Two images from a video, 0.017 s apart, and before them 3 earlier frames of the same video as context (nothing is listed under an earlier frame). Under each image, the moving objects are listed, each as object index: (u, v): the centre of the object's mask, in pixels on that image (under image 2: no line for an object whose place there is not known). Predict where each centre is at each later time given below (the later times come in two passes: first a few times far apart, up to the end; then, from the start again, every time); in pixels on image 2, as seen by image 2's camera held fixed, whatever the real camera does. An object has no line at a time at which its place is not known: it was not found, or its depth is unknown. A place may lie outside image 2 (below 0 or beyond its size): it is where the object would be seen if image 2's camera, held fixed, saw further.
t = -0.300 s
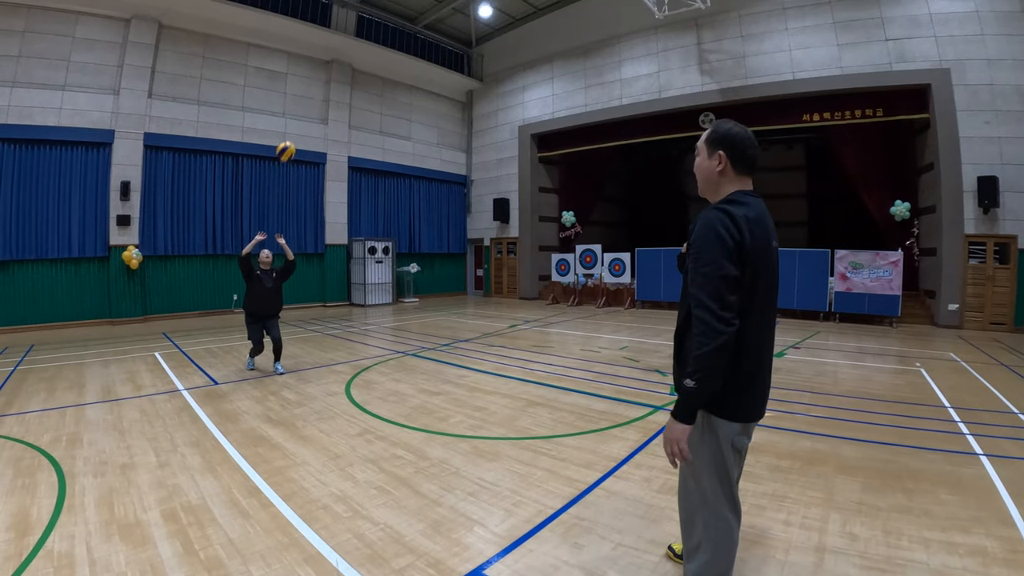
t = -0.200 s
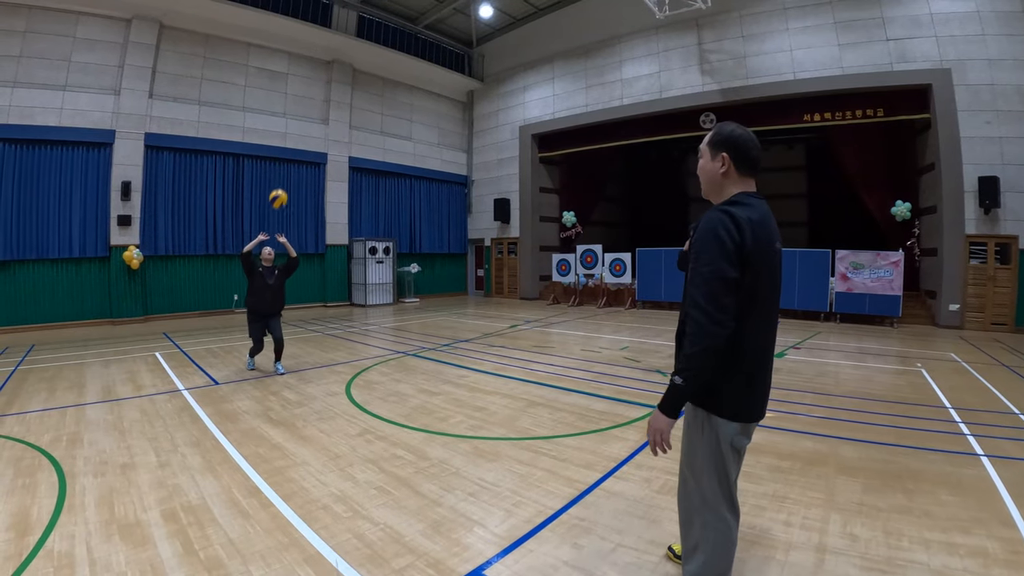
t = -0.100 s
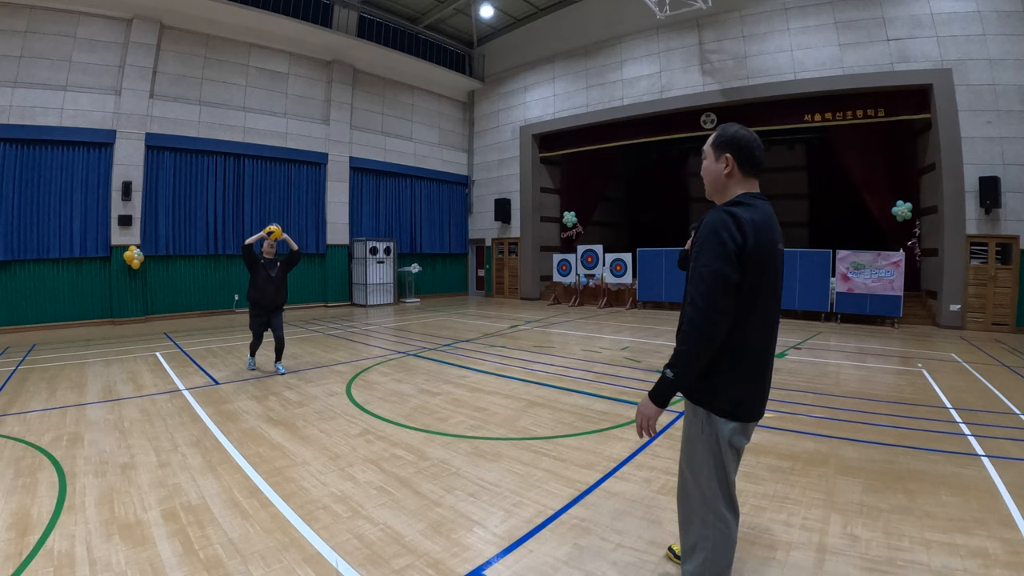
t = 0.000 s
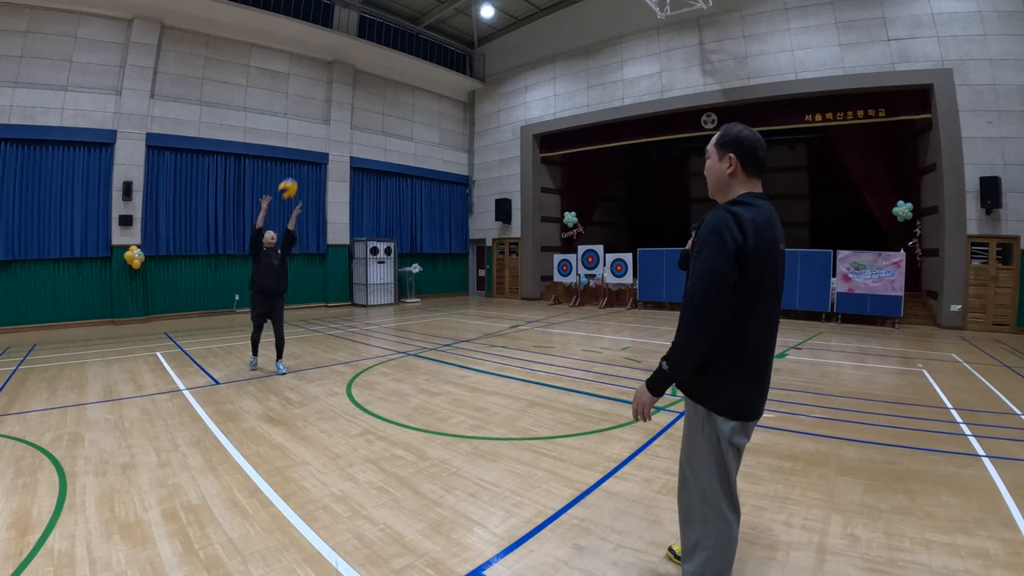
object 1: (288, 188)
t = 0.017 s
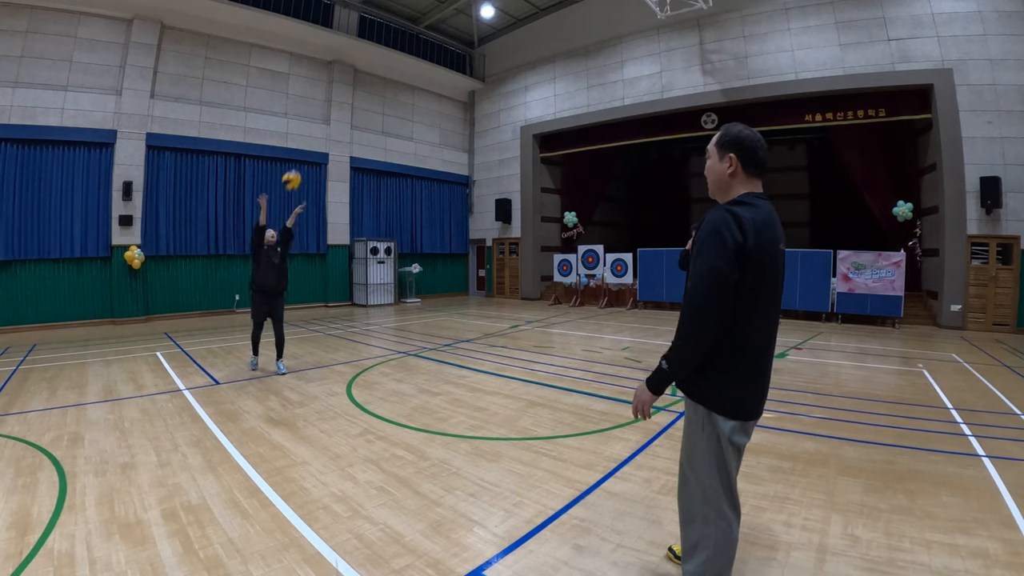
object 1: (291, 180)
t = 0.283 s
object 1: (360, 70)
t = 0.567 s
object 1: (453, 15)
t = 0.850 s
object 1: (576, 45)
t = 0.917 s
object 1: (611, 70)
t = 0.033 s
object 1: (295, 172)
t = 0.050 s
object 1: (299, 163)
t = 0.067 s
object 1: (303, 156)
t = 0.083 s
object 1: (307, 149)
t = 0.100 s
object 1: (310, 141)
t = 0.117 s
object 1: (315, 133)
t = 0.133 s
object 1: (319, 126)
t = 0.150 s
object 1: (323, 119)
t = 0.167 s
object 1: (327, 112)
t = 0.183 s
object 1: (332, 105)
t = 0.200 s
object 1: (336, 98)
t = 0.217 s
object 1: (341, 92)
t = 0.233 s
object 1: (346, 86)
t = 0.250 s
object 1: (350, 80)
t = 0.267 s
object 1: (355, 75)
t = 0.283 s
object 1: (360, 70)
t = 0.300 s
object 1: (365, 64)
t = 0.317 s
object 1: (370, 59)
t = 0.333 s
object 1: (375, 55)
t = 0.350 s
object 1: (380, 50)
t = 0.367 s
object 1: (386, 46)
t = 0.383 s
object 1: (391, 42)
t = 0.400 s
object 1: (396, 38)
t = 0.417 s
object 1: (401, 36)
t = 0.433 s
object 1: (407, 32)
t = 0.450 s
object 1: (412, 29)
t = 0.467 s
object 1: (418, 26)
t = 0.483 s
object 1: (423, 24)
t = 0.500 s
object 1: (429, 21)
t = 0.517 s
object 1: (435, 19)
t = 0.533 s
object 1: (441, 18)
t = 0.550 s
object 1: (447, 16)
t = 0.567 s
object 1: (453, 15)
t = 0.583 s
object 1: (459, 14)
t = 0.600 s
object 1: (466, 13)
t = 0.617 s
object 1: (472, 13)
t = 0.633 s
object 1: (479, 13)
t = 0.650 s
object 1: (486, 13)
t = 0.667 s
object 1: (493, 13)
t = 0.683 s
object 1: (501, 14)
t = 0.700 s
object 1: (508, 16)
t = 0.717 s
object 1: (514, 17)
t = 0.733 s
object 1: (521, 19)
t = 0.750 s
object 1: (529, 22)
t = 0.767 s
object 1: (536, 25)
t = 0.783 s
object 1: (544, 28)
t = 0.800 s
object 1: (552, 32)
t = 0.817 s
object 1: (560, 36)
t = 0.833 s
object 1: (568, 40)
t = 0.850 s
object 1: (576, 45)
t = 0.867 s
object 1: (584, 50)
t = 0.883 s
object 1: (593, 56)
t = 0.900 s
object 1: (602, 63)
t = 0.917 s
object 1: (611, 70)
